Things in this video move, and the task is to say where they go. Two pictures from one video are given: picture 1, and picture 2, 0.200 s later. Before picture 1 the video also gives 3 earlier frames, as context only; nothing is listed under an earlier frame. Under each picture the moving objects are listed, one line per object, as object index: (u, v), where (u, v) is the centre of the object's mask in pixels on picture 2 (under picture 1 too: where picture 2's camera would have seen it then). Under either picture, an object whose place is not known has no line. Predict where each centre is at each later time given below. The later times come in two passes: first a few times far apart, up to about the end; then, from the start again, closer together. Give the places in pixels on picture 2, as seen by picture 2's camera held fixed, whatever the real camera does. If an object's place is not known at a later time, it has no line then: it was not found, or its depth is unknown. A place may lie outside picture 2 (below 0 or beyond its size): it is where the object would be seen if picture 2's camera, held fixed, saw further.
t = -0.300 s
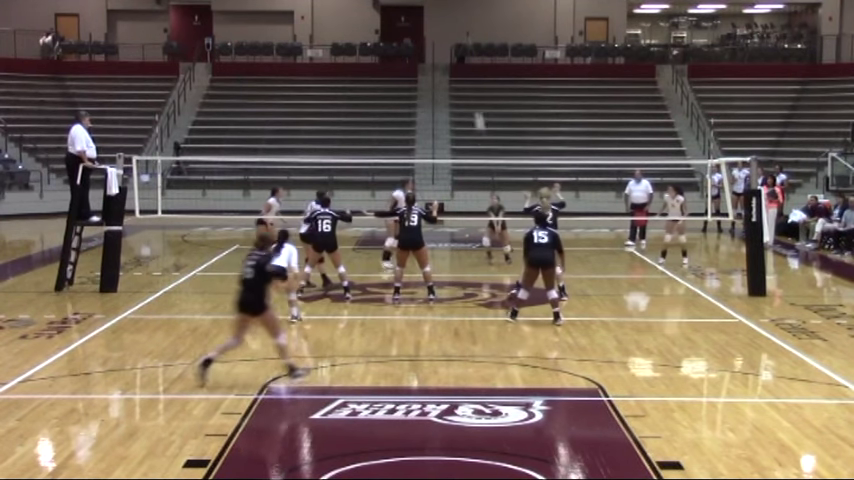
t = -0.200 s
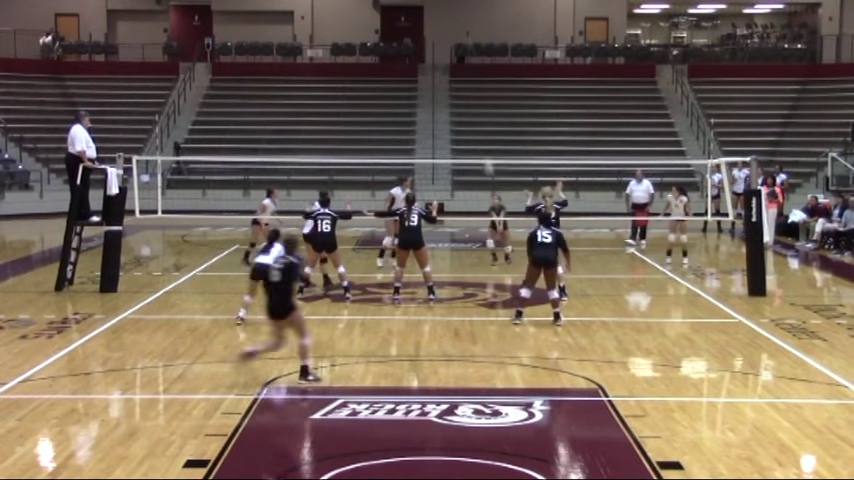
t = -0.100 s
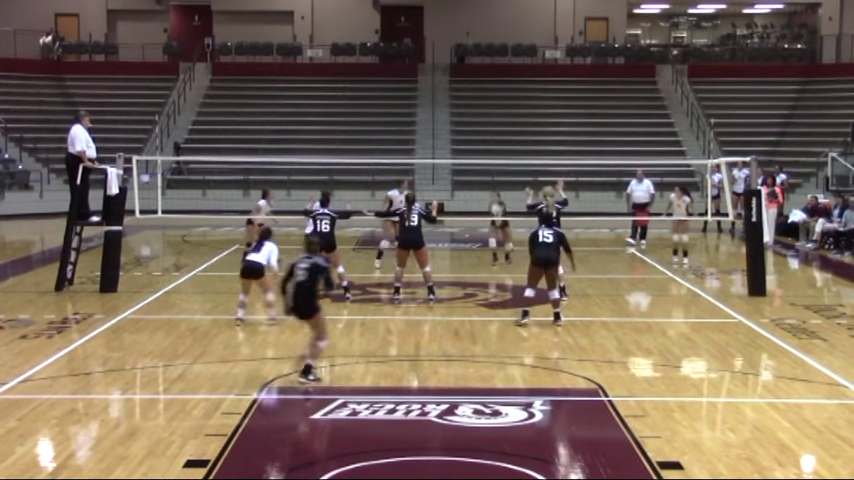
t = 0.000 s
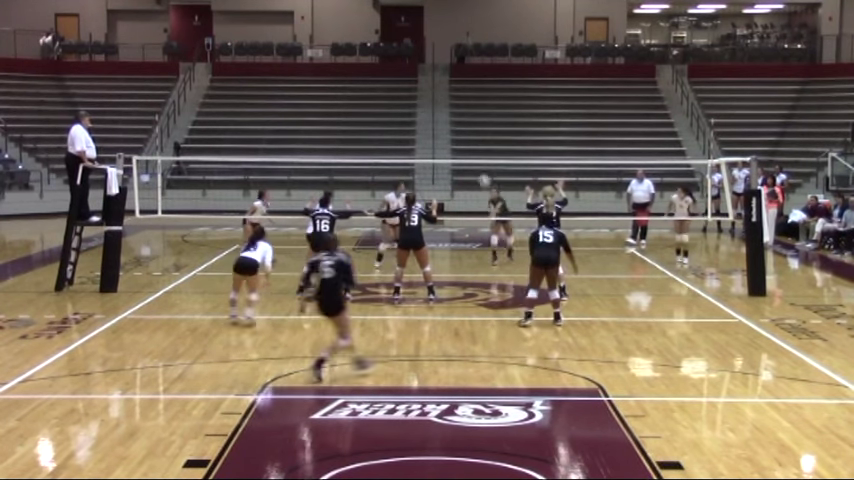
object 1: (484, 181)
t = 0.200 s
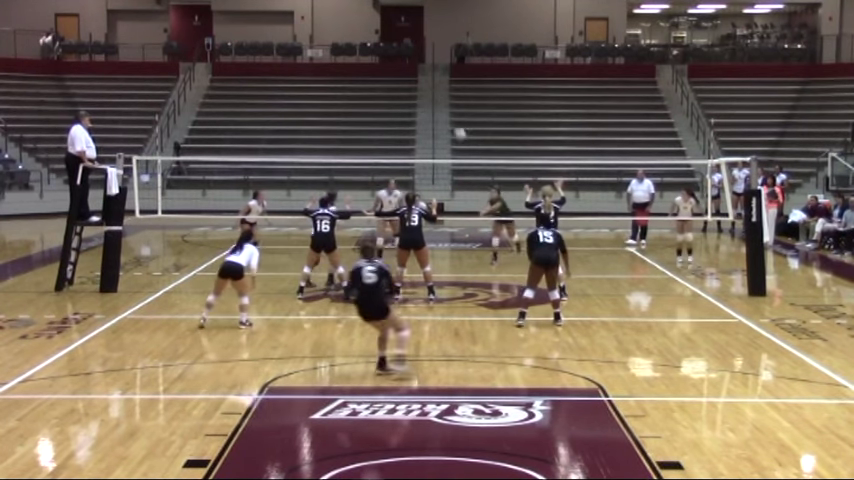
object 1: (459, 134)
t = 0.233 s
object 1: (456, 128)
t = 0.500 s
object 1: (424, 99)
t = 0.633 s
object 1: (408, 100)
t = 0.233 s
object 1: (456, 128)
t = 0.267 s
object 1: (452, 122)
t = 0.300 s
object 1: (448, 117)
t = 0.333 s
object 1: (444, 112)
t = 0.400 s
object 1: (436, 105)
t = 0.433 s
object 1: (432, 102)
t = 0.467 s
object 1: (428, 101)
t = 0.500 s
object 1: (424, 99)
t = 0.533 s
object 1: (420, 98)
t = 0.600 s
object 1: (412, 99)
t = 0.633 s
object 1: (408, 100)
